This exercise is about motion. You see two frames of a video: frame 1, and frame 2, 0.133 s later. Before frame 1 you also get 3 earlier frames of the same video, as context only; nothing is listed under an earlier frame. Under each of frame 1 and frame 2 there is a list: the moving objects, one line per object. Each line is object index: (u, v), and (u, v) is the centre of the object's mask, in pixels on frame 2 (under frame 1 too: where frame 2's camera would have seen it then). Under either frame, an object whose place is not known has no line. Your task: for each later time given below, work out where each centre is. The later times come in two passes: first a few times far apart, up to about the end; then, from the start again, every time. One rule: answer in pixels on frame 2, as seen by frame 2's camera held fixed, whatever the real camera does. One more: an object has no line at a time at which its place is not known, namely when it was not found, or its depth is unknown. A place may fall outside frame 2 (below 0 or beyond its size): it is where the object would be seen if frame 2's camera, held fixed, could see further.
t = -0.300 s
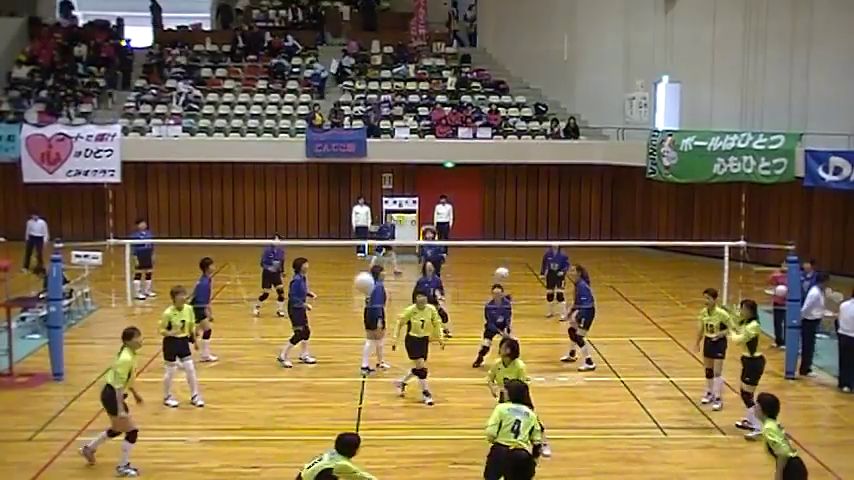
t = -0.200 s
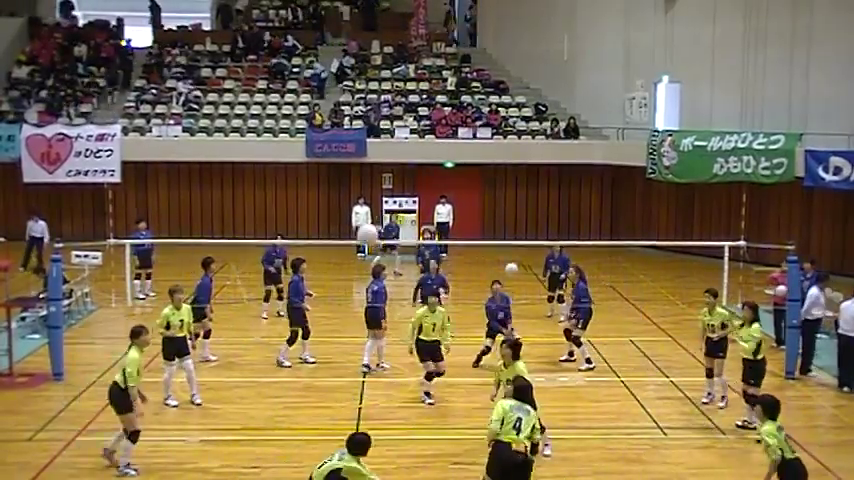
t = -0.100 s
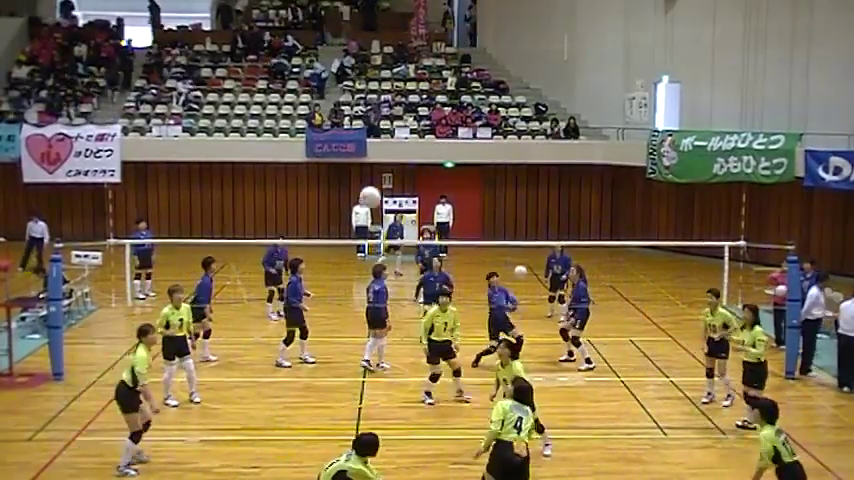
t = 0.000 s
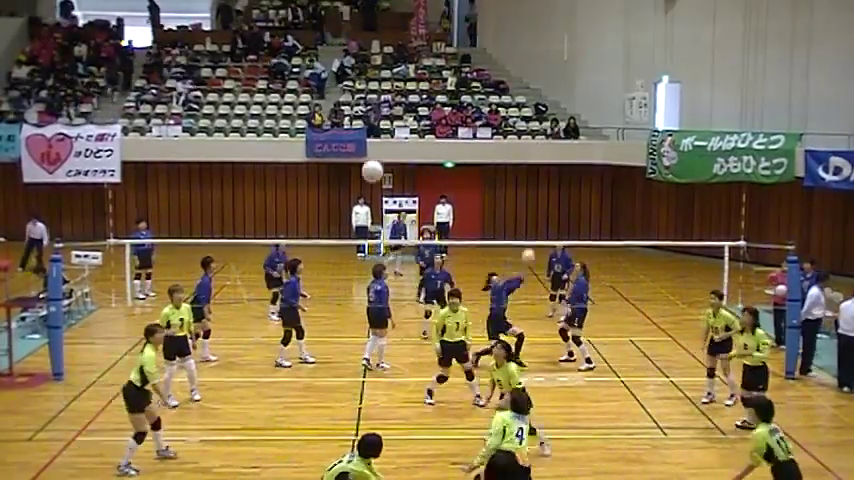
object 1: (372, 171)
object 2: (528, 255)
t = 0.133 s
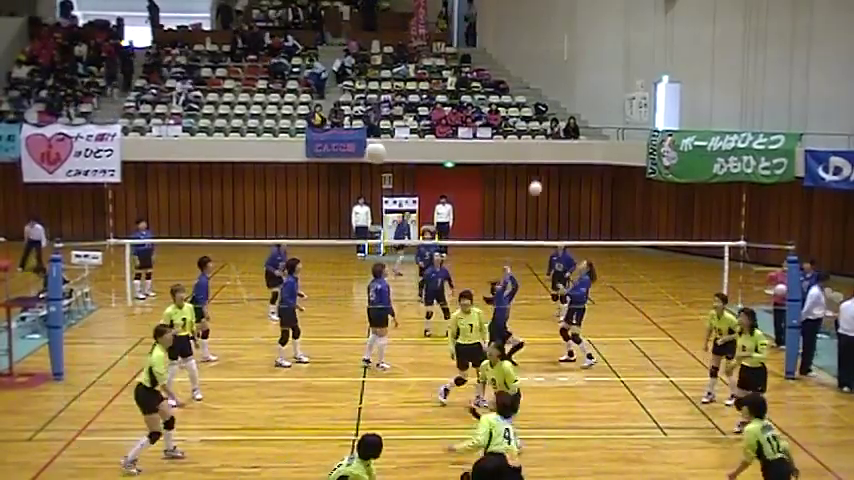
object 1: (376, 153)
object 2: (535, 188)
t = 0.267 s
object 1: (378, 152)
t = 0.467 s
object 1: (383, 185)
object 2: (550, 81)
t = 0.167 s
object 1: (376, 151)
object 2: (537, 174)
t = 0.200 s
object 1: (377, 150)
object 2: (538, 160)
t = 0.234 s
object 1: (377, 151)
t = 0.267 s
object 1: (378, 152)
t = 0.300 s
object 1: (378, 155)
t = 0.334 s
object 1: (379, 160)
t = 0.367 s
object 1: (380, 165)
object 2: (546, 105)
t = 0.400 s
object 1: (381, 171)
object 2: (547, 97)
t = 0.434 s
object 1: (382, 178)
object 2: (548, 88)
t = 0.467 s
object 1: (383, 185)
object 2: (550, 81)
